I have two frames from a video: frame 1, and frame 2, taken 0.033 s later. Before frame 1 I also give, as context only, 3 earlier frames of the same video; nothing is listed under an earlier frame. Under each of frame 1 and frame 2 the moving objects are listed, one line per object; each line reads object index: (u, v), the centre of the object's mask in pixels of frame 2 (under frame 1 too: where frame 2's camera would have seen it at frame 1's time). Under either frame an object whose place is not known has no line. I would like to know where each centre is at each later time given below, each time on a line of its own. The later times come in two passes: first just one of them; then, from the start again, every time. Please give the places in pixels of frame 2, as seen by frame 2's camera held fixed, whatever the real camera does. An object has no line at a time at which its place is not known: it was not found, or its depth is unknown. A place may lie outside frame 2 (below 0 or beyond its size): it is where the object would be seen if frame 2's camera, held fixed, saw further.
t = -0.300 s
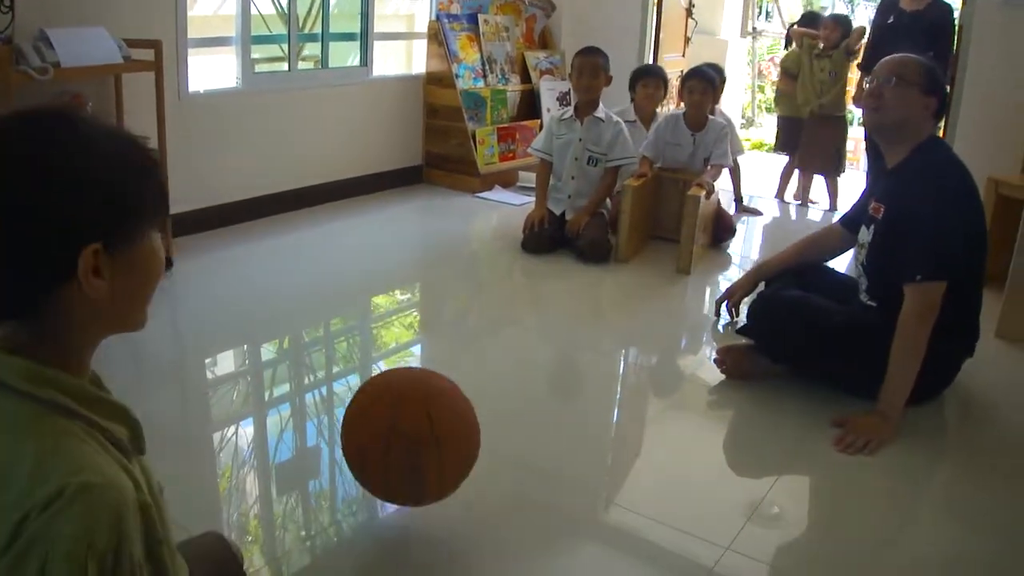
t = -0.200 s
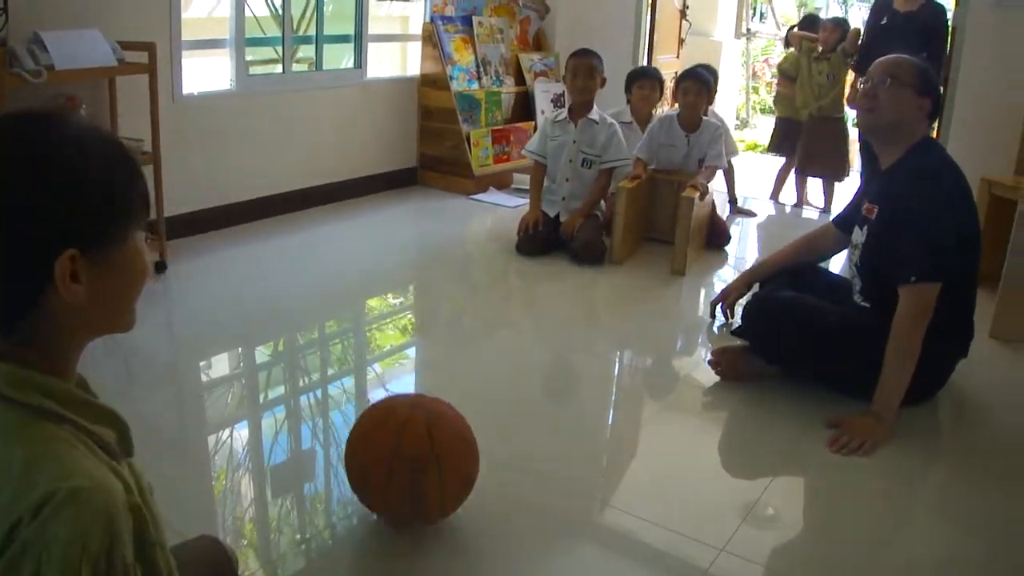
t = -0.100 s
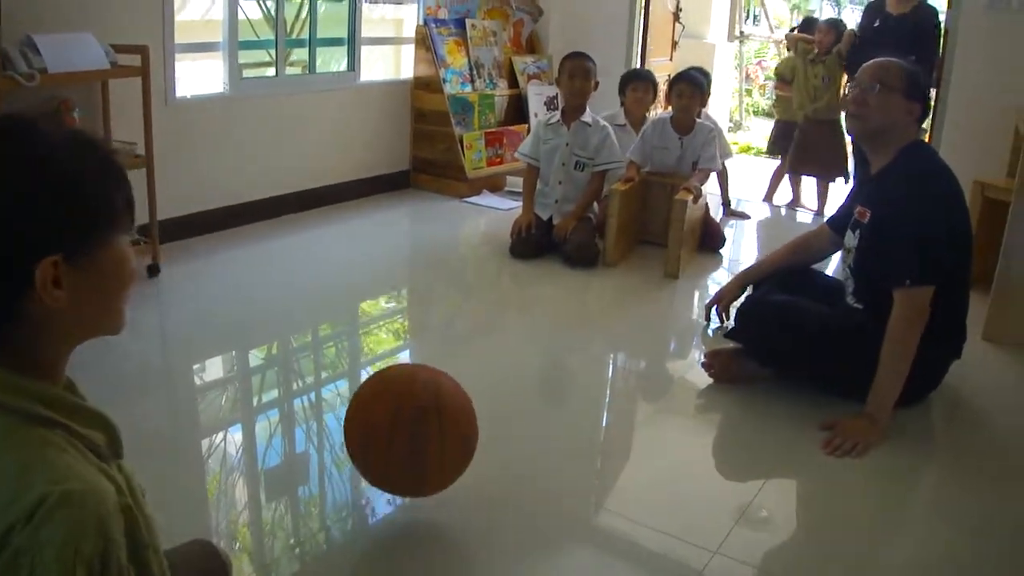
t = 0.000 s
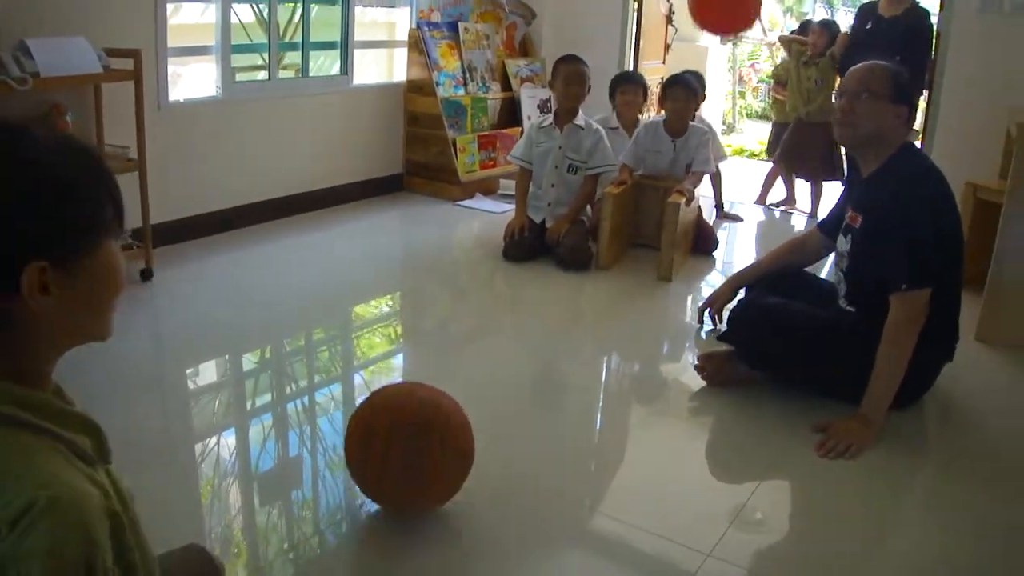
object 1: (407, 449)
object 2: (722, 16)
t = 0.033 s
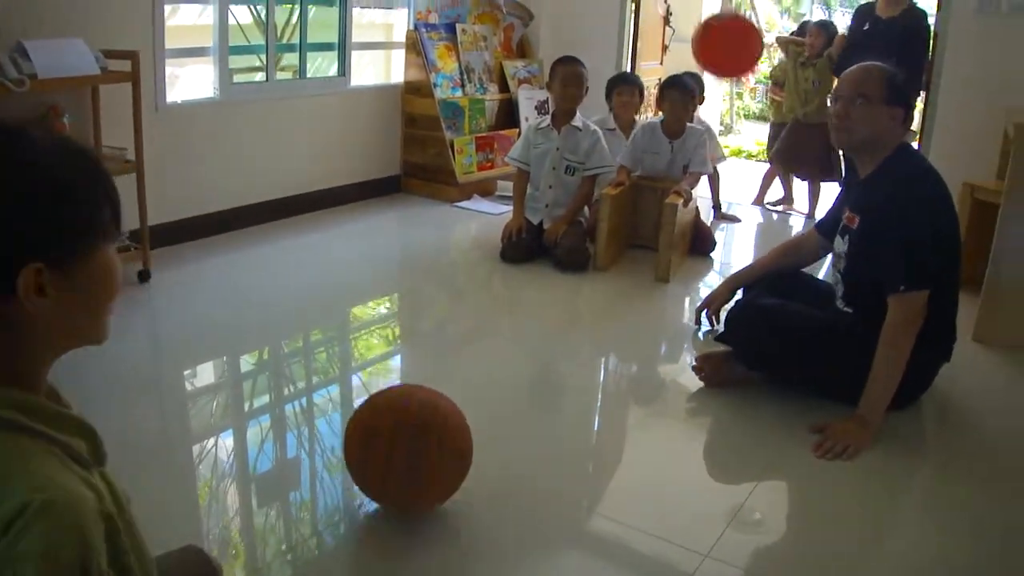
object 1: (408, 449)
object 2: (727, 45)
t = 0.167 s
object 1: (411, 422)
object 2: (735, 238)
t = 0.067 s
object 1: (409, 434)
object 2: (732, 90)
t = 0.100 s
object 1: (409, 425)
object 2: (734, 138)
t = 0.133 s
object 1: (410, 421)
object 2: (734, 187)
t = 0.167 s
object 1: (411, 422)
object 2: (735, 238)
